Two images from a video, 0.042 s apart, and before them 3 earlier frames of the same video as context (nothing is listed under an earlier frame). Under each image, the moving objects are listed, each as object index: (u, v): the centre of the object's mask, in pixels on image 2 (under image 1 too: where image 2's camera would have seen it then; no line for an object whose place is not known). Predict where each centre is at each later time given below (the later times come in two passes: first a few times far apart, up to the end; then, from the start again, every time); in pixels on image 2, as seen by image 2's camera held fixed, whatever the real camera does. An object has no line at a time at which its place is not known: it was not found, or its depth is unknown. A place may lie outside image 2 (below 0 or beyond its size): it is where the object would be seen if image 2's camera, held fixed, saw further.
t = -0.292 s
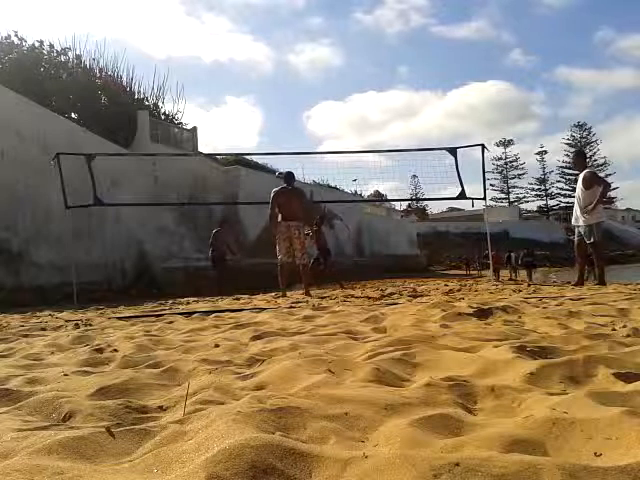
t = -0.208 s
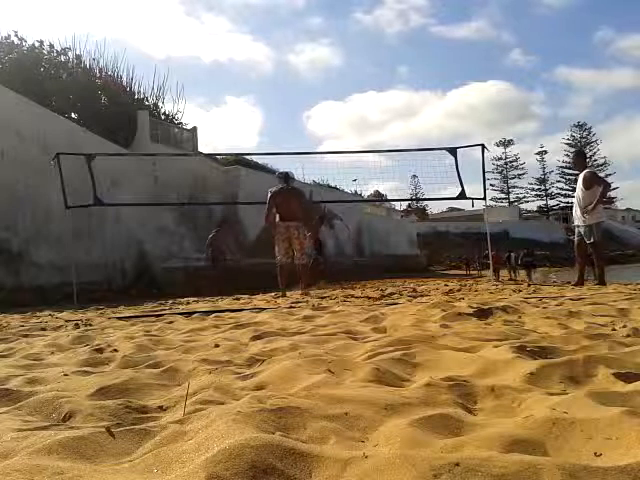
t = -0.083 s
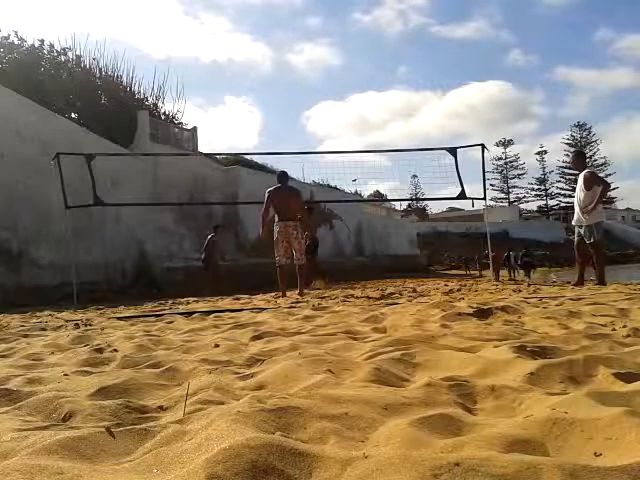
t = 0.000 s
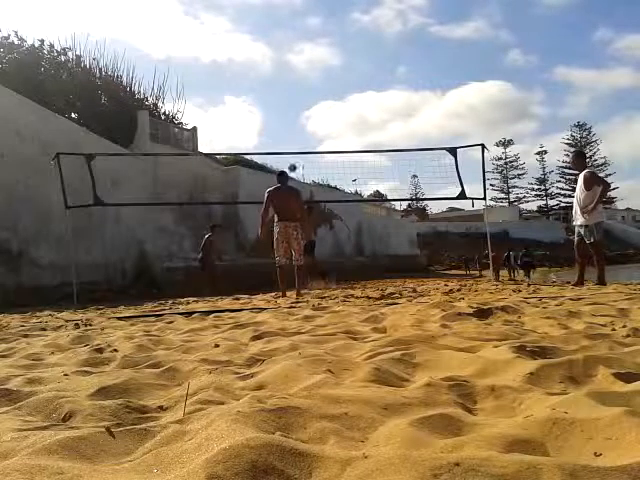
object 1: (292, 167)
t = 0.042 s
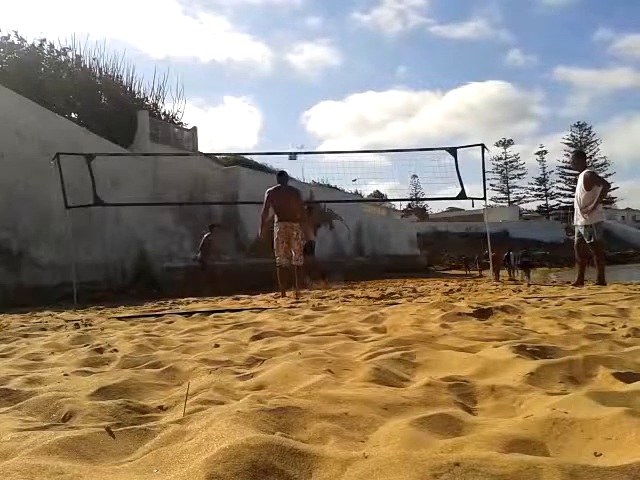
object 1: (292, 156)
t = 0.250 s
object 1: (294, 115)
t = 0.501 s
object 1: (296, 87)
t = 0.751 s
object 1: (297, 87)
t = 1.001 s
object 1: (298, 112)
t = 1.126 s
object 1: (298, 135)
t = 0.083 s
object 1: (293, 147)
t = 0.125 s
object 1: (293, 137)
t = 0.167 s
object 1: (293, 128)
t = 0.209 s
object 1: (293, 120)
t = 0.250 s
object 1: (294, 115)
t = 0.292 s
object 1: (294, 108)
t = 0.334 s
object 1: (294, 103)
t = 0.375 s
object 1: (294, 97)
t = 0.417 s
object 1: (295, 94)
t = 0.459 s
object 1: (295, 90)
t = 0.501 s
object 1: (296, 87)
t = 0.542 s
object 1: (296, 86)
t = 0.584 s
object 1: (296, 85)
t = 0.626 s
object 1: (296, 85)
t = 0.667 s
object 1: (296, 85)
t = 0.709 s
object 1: (296, 85)
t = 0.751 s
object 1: (297, 87)
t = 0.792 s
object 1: (297, 90)
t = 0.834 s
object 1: (297, 93)
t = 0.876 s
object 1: (297, 97)
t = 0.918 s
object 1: (297, 101)
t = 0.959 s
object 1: (298, 106)
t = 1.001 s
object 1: (298, 112)
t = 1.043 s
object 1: (298, 119)
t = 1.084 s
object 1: (298, 126)
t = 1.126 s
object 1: (298, 135)
